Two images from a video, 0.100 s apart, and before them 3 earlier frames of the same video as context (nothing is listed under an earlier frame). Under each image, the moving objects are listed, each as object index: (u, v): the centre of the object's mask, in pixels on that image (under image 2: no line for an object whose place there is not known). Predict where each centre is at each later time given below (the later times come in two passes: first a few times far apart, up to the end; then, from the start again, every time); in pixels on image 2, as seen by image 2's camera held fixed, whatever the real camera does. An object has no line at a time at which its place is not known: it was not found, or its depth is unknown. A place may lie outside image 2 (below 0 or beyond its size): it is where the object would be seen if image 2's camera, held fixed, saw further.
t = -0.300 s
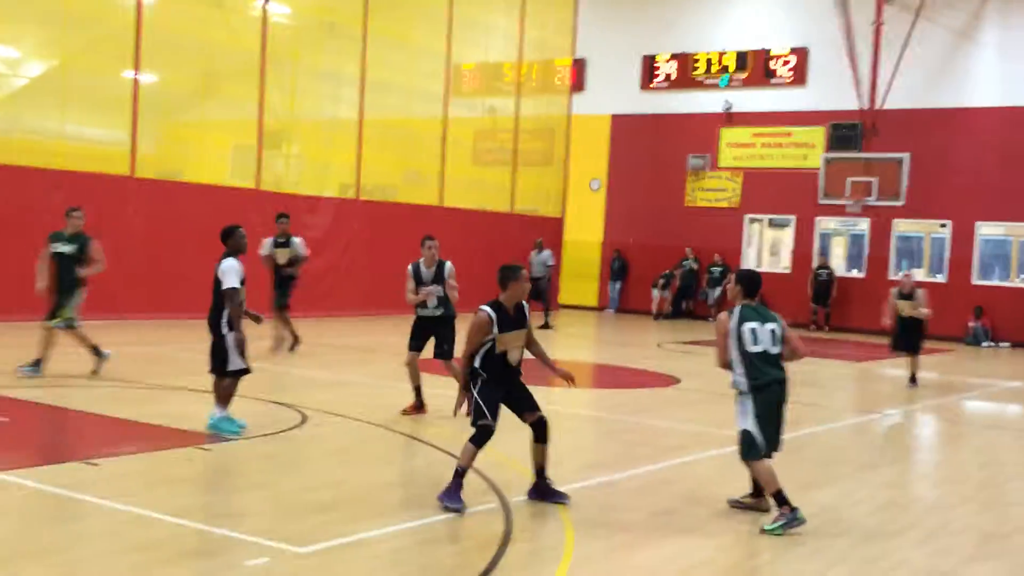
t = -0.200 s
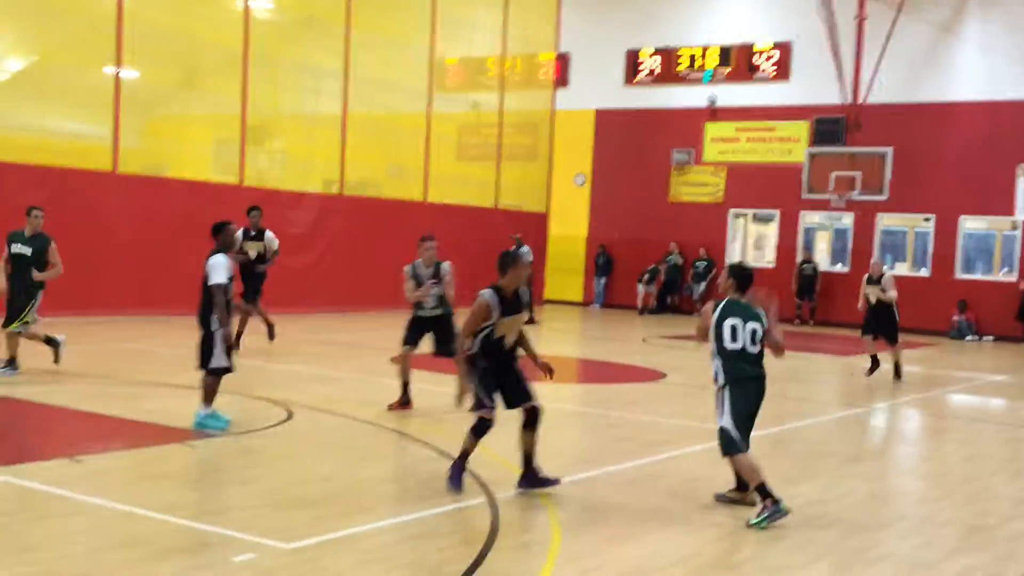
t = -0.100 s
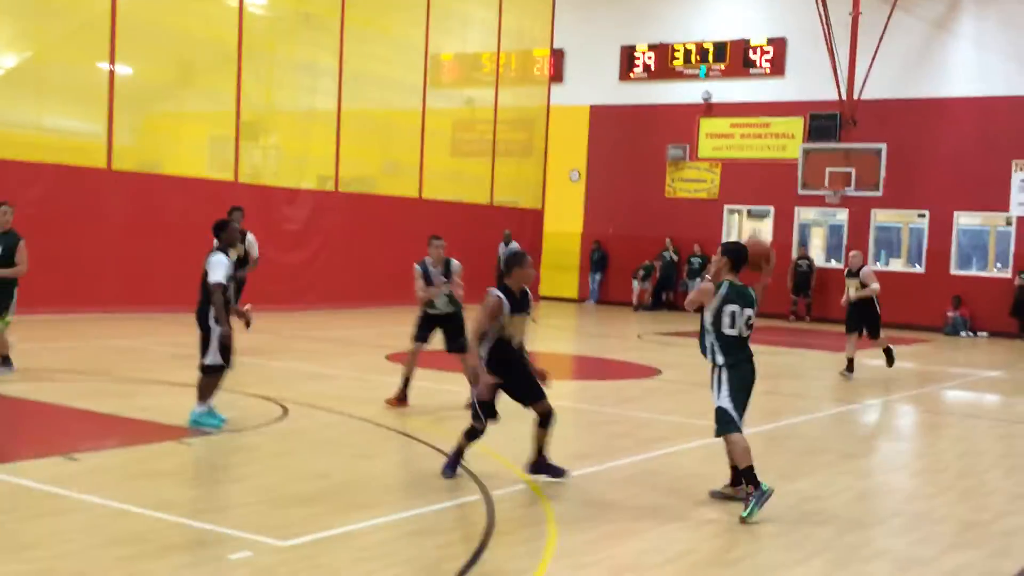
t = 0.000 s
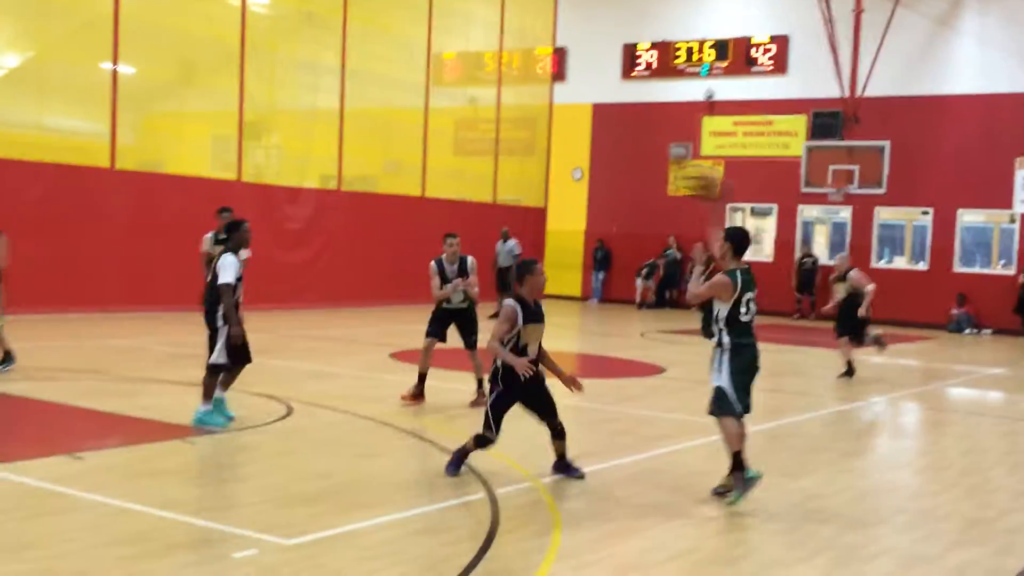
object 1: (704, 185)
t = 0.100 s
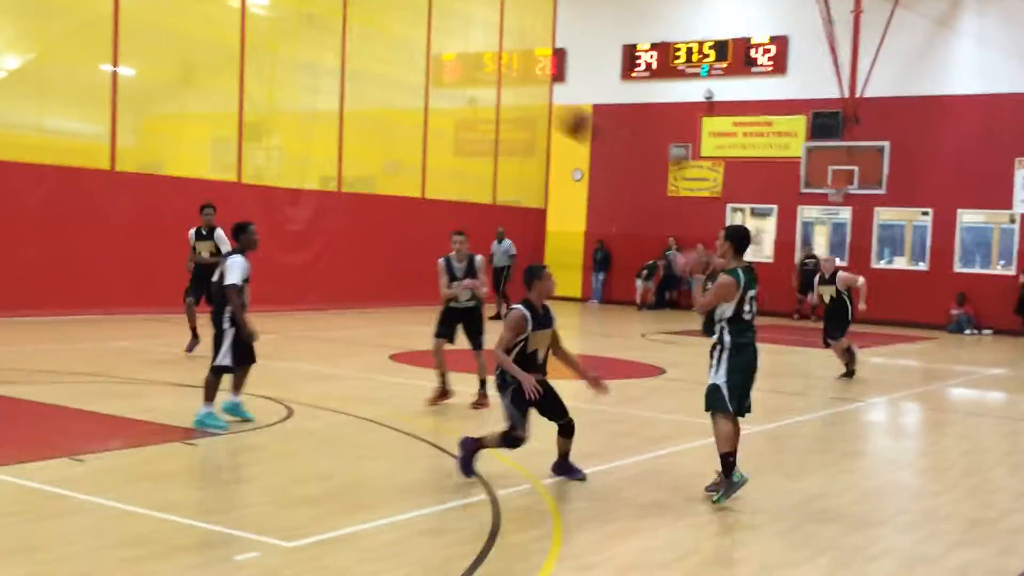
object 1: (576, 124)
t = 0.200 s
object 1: (460, 77)
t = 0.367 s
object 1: (281, 32)
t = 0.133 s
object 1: (534, 106)
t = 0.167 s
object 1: (497, 90)
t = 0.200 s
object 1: (460, 77)
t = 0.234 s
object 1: (420, 65)
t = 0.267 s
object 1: (383, 54)
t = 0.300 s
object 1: (348, 45)
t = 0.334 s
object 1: (313, 38)
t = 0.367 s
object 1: (281, 32)
